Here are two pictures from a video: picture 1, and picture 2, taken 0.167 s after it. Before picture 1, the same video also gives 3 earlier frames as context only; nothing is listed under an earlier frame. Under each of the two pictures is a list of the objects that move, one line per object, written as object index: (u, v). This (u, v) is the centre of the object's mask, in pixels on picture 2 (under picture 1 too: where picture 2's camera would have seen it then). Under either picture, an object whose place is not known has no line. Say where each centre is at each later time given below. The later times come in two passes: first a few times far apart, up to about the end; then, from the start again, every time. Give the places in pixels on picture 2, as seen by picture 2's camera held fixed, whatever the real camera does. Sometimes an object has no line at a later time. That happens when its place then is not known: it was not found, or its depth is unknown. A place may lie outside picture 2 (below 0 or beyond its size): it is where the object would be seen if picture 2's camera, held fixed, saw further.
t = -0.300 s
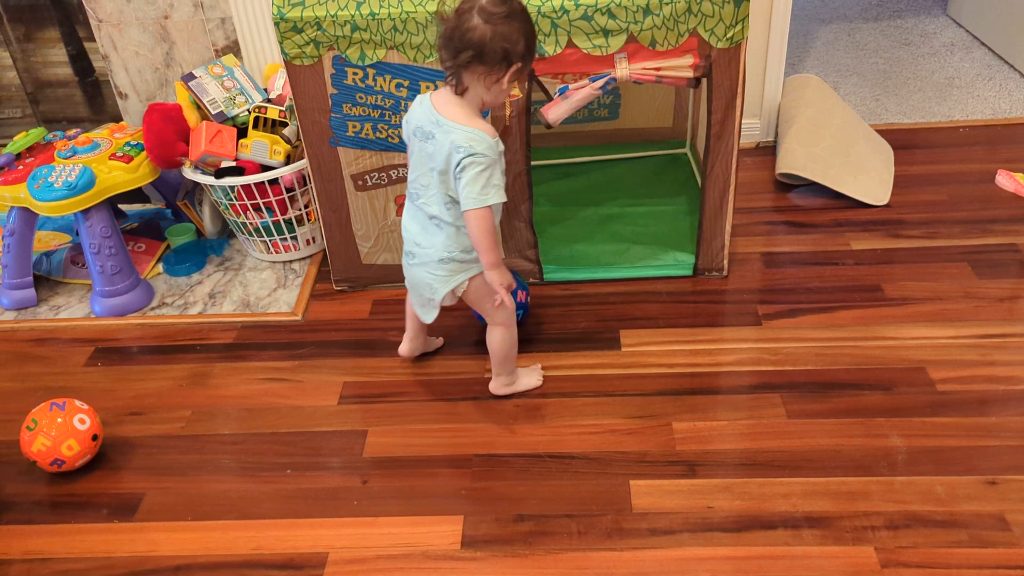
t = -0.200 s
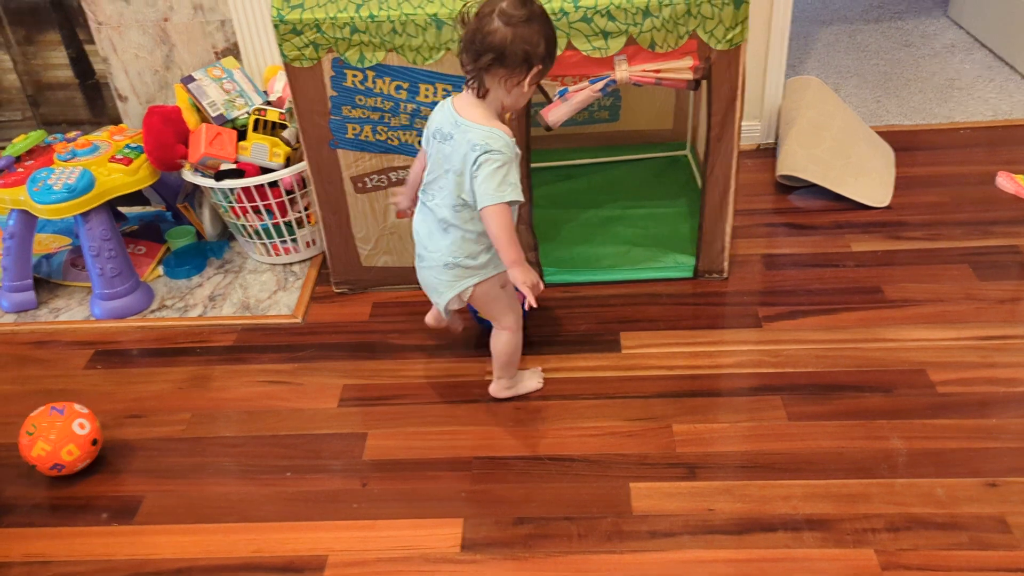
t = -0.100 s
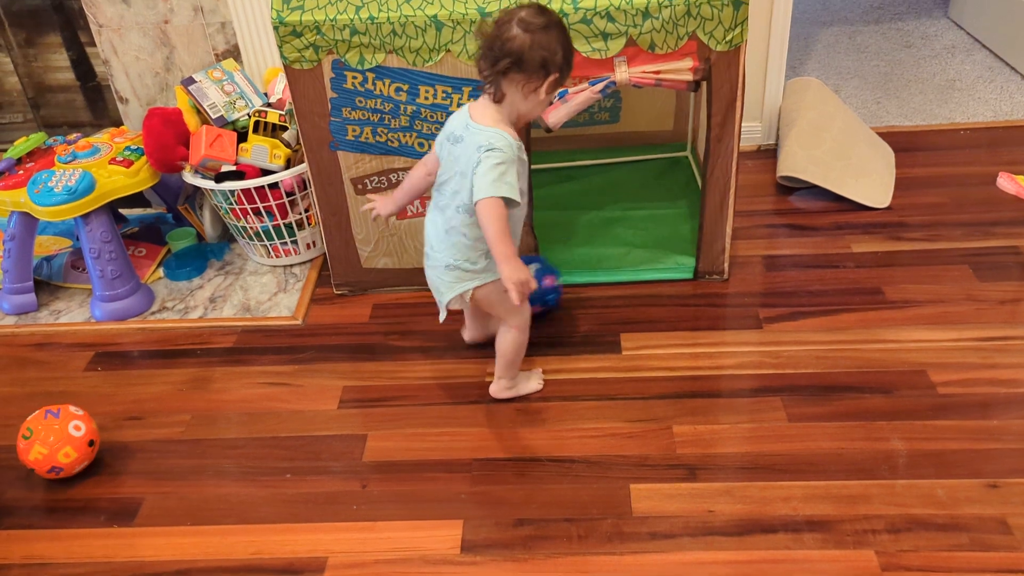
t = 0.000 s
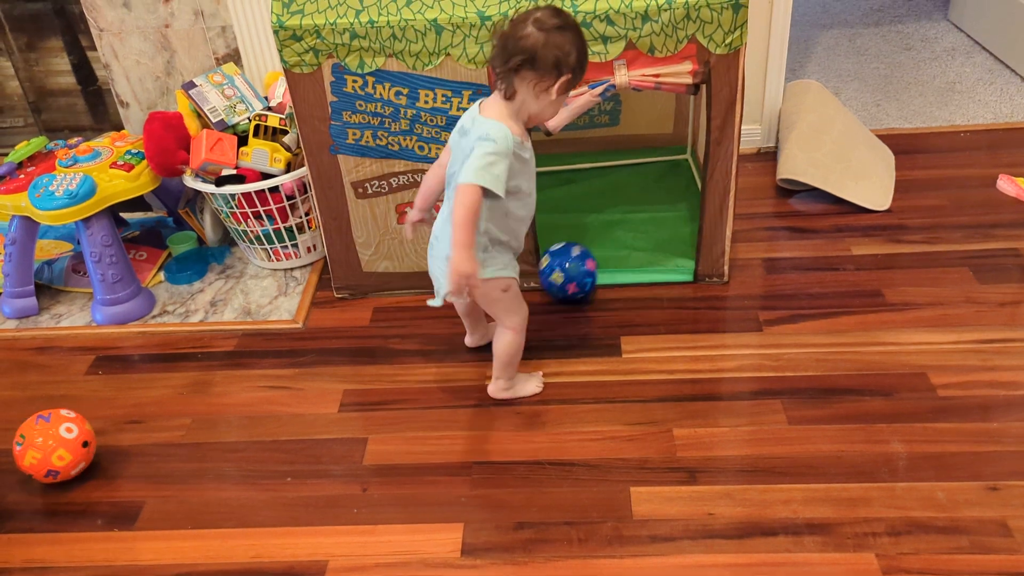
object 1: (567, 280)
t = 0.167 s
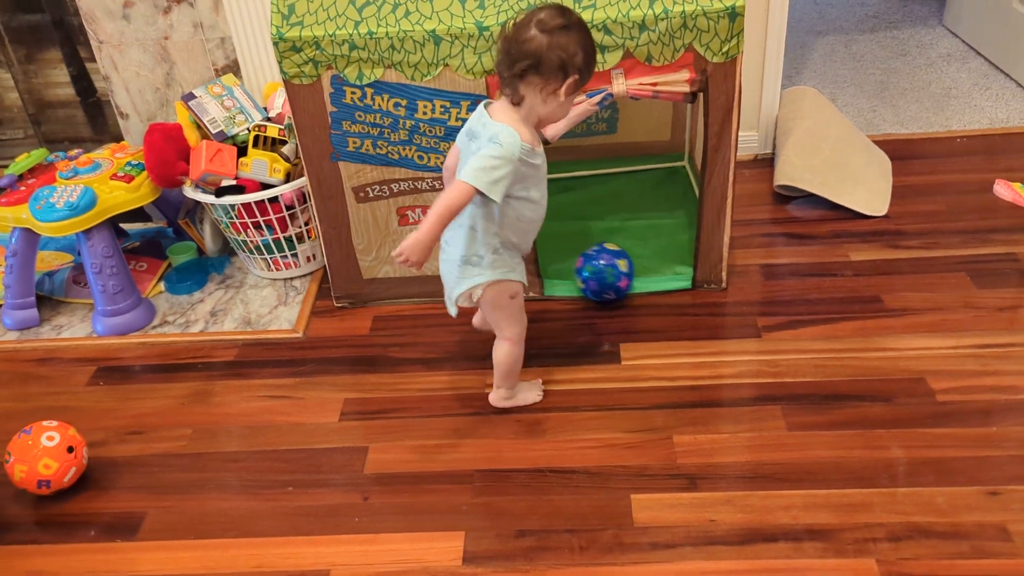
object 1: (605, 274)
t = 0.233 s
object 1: (619, 276)
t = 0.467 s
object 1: (667, 291)
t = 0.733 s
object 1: (723, 312)
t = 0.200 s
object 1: (612, 274)
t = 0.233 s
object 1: (619, 276)
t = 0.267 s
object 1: (625, 276)
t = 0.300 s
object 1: (632, 279)
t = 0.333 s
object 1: (639, 281)
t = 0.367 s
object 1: (646, 283)
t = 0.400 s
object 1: (653, 286)
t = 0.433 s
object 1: (660, 288)
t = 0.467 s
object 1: (667, 291)
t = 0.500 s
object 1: (675, 293)
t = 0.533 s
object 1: (682, 295)
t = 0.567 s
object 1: (689, 298)
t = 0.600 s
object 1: (696, 301)
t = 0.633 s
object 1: (703, 303)
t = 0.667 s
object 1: (710, 306)
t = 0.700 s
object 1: (717, 309)
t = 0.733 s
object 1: (723, 312)
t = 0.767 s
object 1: (730, 315)
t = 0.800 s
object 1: (736, 317)
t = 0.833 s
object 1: (742, 320)
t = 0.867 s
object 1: (748, 323)
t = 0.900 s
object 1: (754, 325)
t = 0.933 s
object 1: (760, 329)
